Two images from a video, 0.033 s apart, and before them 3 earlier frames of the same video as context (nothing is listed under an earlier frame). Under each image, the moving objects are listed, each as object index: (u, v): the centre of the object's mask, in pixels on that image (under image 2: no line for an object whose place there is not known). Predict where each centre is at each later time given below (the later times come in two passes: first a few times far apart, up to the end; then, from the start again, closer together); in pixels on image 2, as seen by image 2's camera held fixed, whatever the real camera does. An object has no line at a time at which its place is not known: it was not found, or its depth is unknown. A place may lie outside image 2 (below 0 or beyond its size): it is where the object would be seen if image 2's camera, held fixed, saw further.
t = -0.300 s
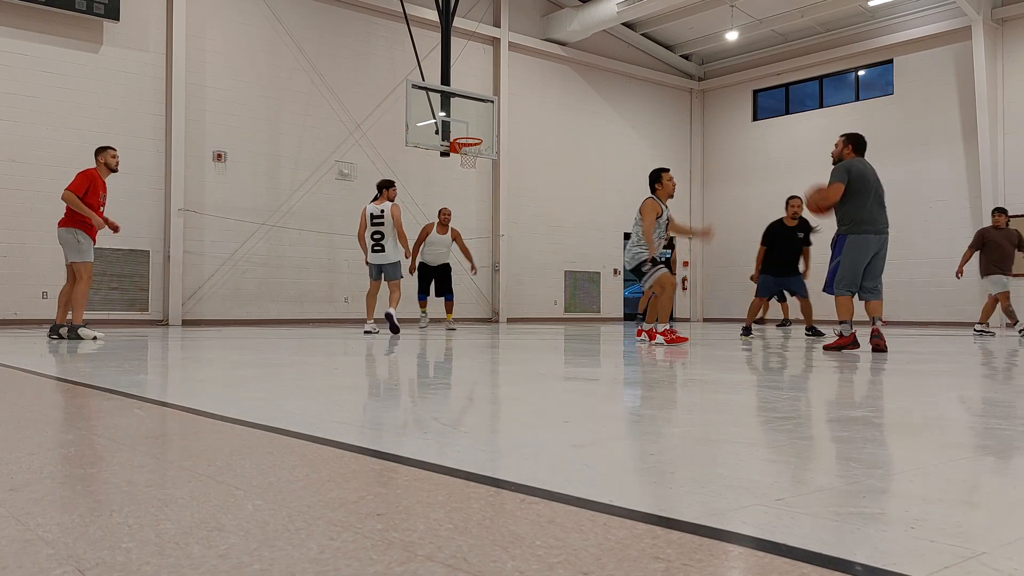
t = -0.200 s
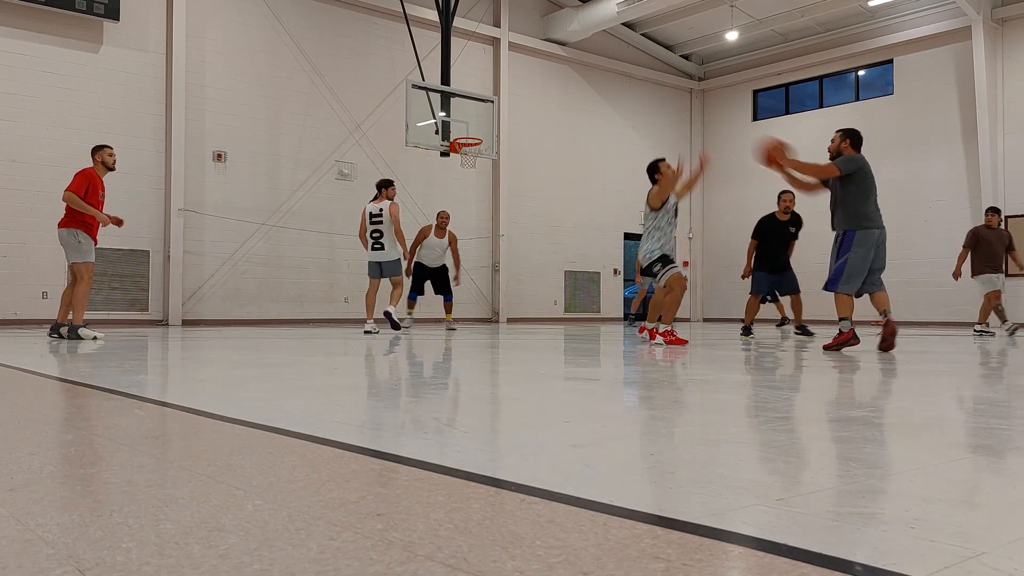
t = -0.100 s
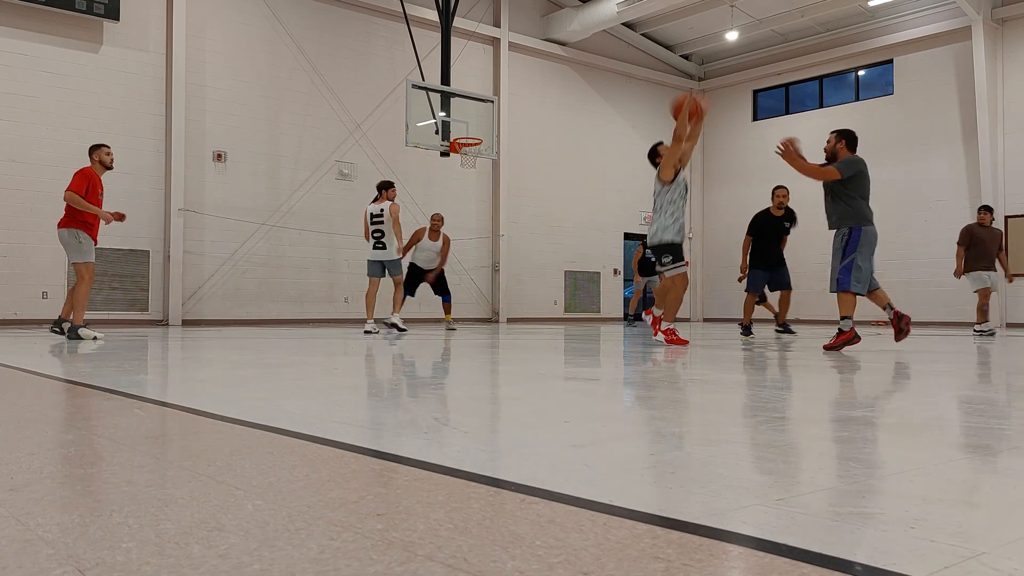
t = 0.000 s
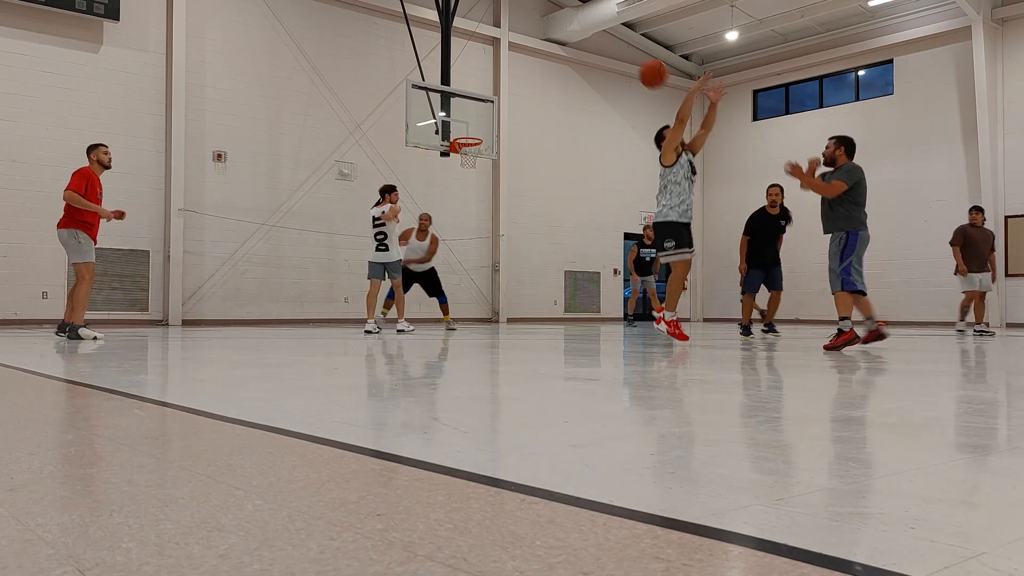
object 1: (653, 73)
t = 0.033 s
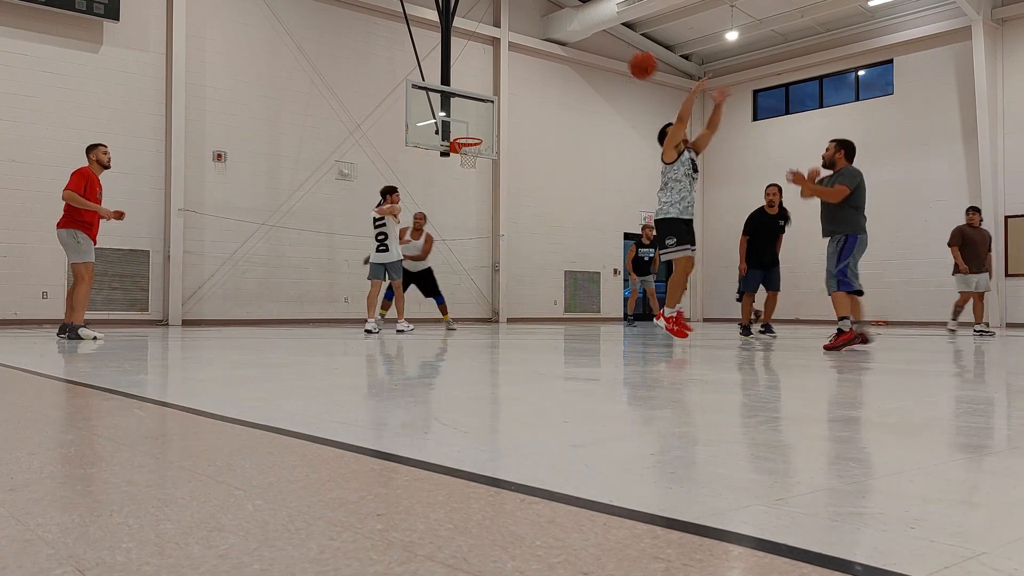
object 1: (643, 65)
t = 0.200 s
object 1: (596, 43)
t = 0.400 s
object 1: (546, 56)
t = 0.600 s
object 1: (503, 104)
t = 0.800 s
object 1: (464, 180)
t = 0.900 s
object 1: (447, 225)
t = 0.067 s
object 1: (633, 58)
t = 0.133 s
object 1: (613, 48)
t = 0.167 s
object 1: (604, 44)
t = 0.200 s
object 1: (596, 43)
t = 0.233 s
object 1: (587, 42)
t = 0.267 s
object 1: (578, 43)
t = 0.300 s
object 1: (570, 45)
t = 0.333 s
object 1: (562, 47)
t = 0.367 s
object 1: (553, 52)
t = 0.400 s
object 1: (546, 56)
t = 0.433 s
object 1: (538, 63)
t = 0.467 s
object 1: (531, 69)
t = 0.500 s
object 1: (524, 77)
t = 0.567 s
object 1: (510, 94)
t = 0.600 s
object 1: (503, 104)
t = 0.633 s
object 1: (496, 115)
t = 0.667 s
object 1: (490, 126)
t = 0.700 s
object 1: (484, 139)
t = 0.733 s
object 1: (478, 153)
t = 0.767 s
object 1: (470, 166)
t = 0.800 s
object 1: (464, 180)
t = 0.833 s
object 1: (459, 194)
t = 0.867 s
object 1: (453, 209)
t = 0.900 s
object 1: (447, 225)
